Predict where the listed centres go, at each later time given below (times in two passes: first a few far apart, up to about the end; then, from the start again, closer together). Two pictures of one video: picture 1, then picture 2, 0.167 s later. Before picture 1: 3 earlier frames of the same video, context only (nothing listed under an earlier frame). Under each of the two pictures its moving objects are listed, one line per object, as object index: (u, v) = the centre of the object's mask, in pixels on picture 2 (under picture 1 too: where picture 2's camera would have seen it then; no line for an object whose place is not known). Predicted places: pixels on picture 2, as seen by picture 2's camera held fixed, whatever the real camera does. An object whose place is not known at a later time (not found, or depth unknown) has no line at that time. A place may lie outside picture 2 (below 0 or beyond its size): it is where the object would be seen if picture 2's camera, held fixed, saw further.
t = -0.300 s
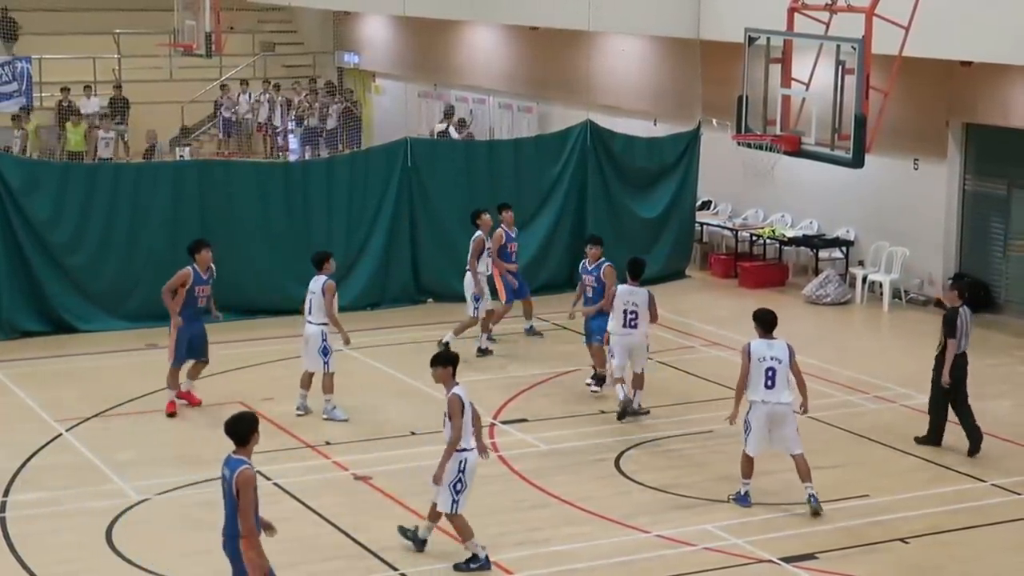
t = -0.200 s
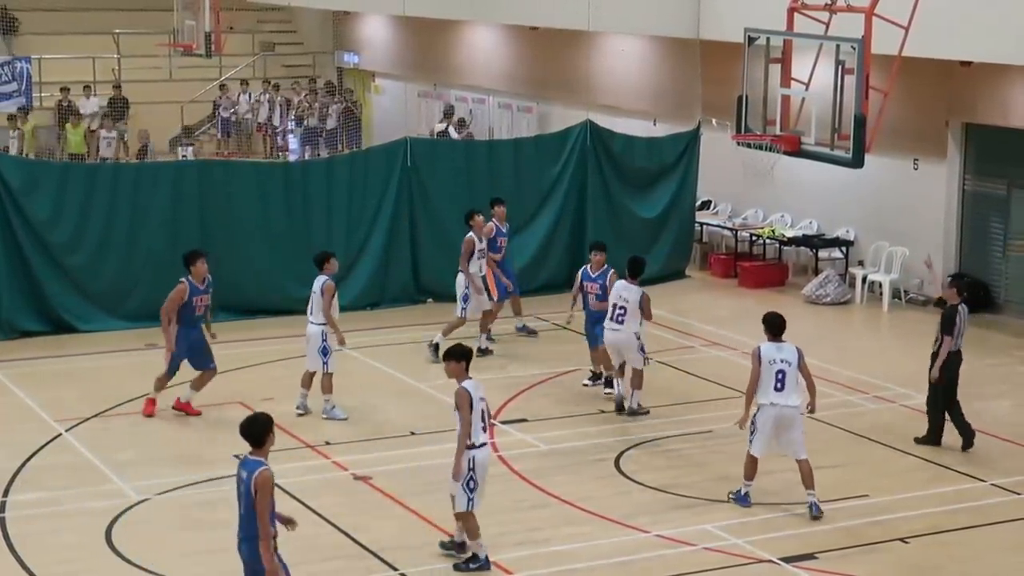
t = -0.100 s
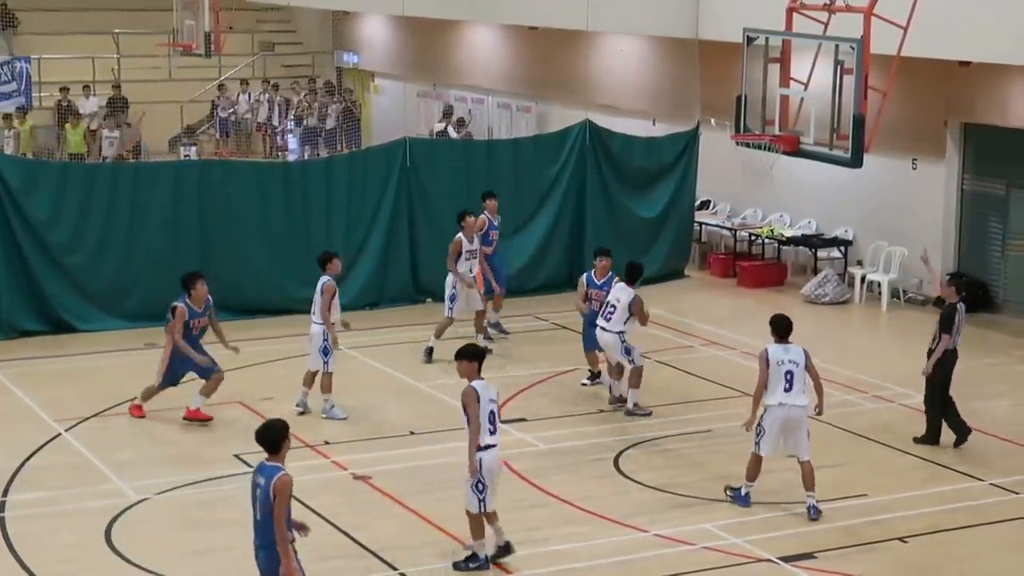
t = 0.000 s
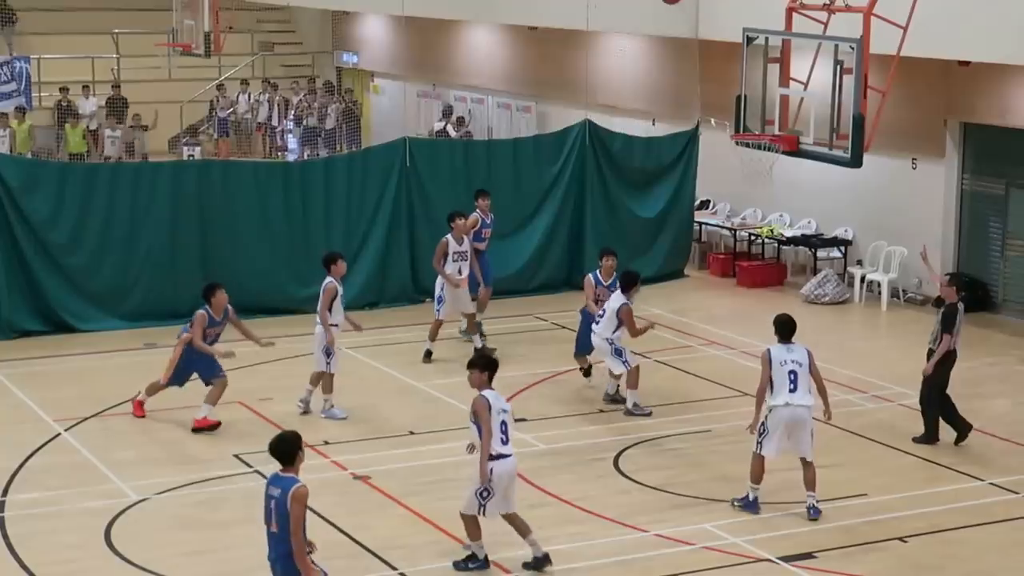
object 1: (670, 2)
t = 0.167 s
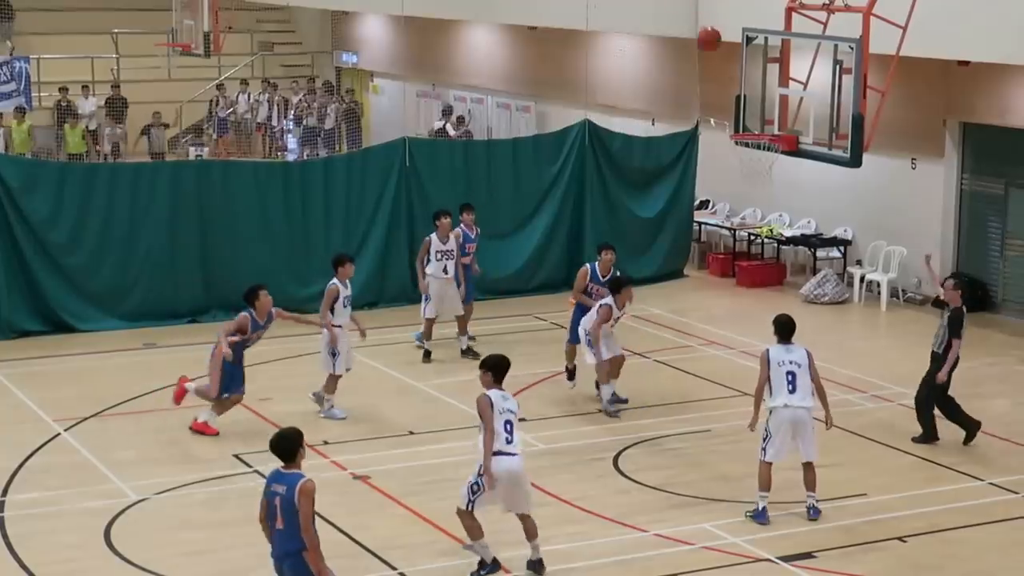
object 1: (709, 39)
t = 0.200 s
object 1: (716, 52)
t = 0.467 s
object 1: (730, 114)
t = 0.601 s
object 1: (681, 113)
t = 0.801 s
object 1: (608, 146)
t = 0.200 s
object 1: (716, 52)
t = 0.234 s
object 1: (725, 66)
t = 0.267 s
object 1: (732, 83)
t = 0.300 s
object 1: (740, 101)
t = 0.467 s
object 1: (730, 114)
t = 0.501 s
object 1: (718, 112)
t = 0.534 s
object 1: (705, 111)
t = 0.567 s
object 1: (693, 112)
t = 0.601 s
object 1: (681, 113)
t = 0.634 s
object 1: (668, 116)
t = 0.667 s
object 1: (656, 119)
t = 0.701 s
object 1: (644, 124)
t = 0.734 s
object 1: (632, 131)
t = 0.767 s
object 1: (620, 138)
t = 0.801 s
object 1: (608, 146)
